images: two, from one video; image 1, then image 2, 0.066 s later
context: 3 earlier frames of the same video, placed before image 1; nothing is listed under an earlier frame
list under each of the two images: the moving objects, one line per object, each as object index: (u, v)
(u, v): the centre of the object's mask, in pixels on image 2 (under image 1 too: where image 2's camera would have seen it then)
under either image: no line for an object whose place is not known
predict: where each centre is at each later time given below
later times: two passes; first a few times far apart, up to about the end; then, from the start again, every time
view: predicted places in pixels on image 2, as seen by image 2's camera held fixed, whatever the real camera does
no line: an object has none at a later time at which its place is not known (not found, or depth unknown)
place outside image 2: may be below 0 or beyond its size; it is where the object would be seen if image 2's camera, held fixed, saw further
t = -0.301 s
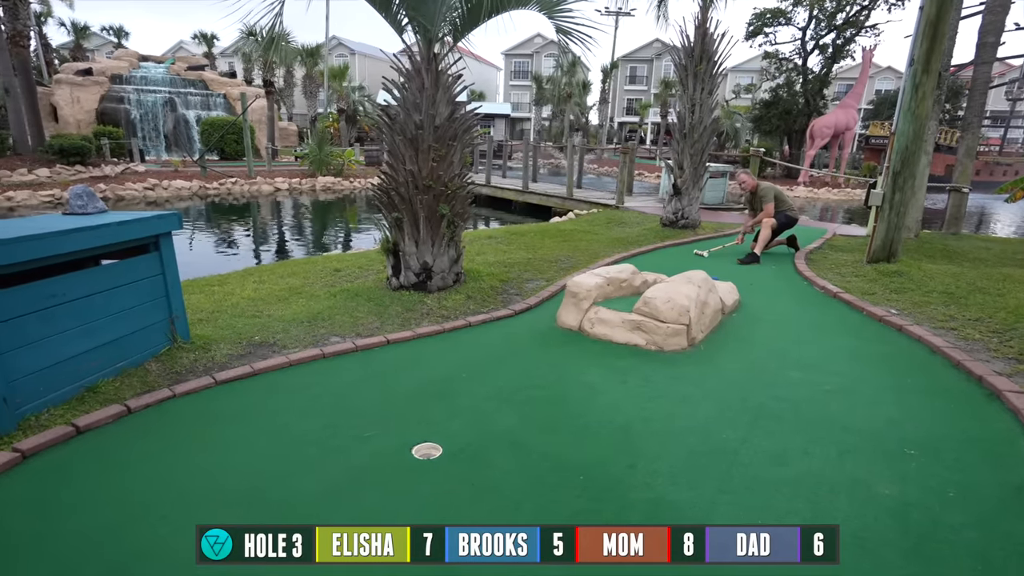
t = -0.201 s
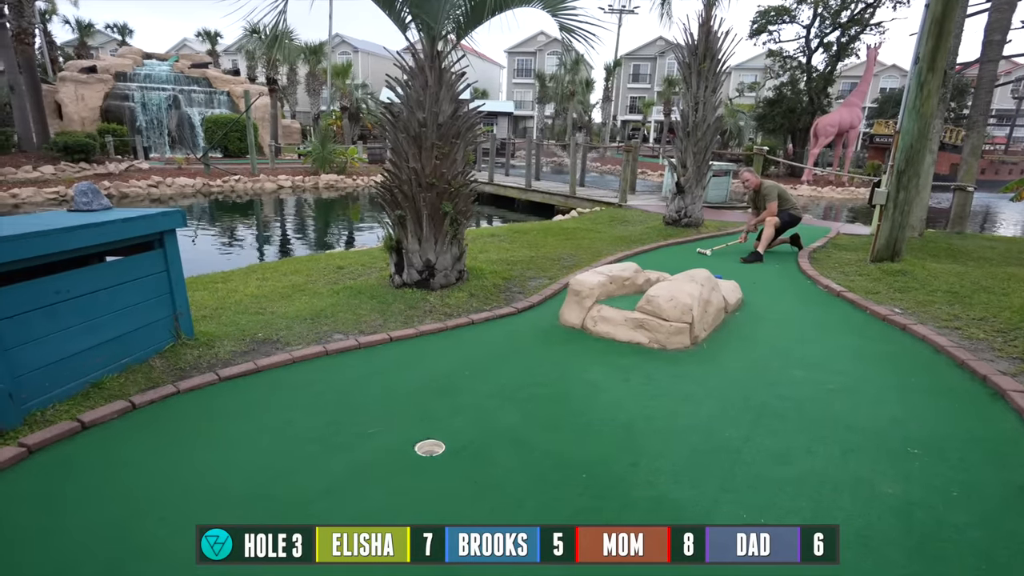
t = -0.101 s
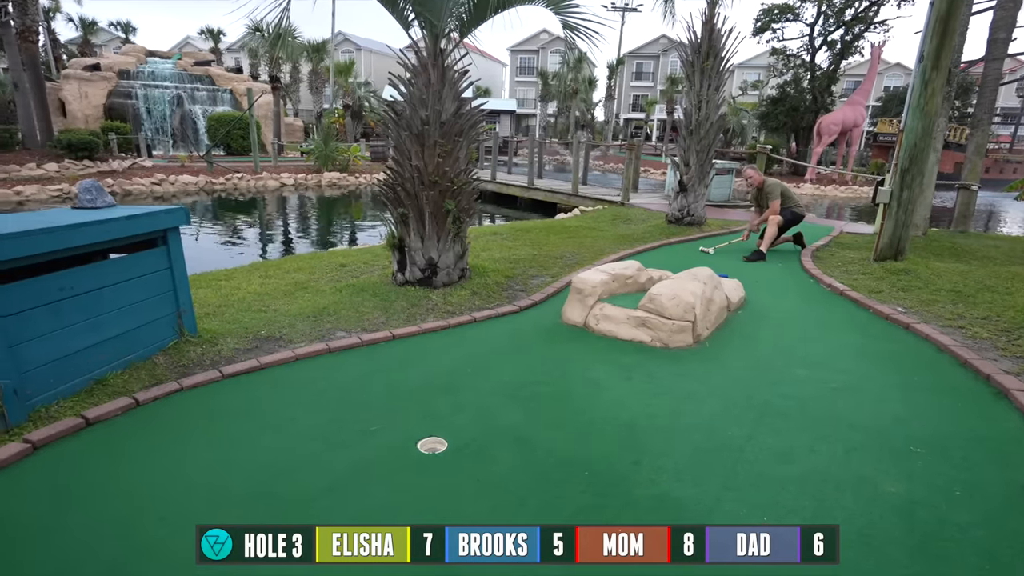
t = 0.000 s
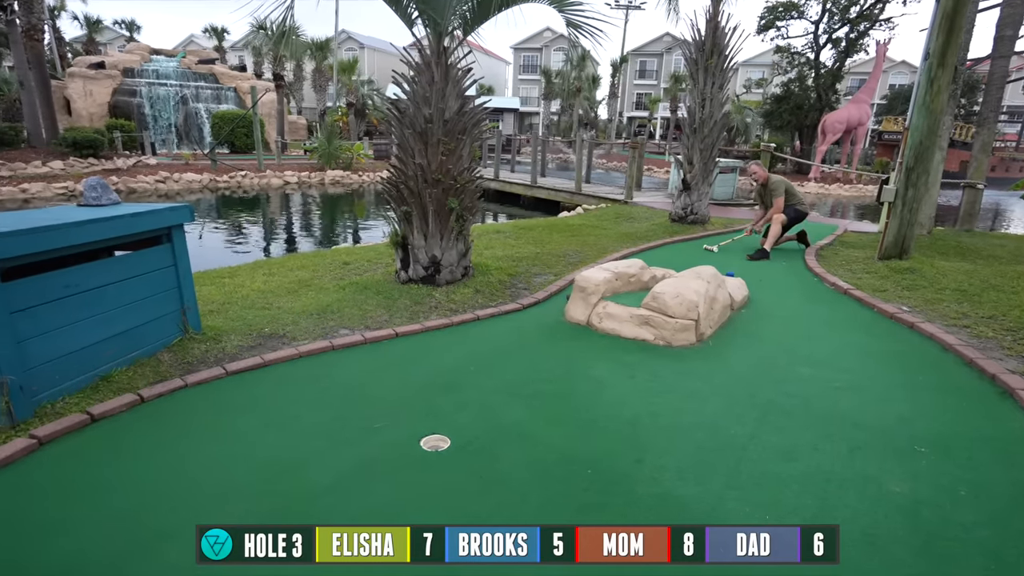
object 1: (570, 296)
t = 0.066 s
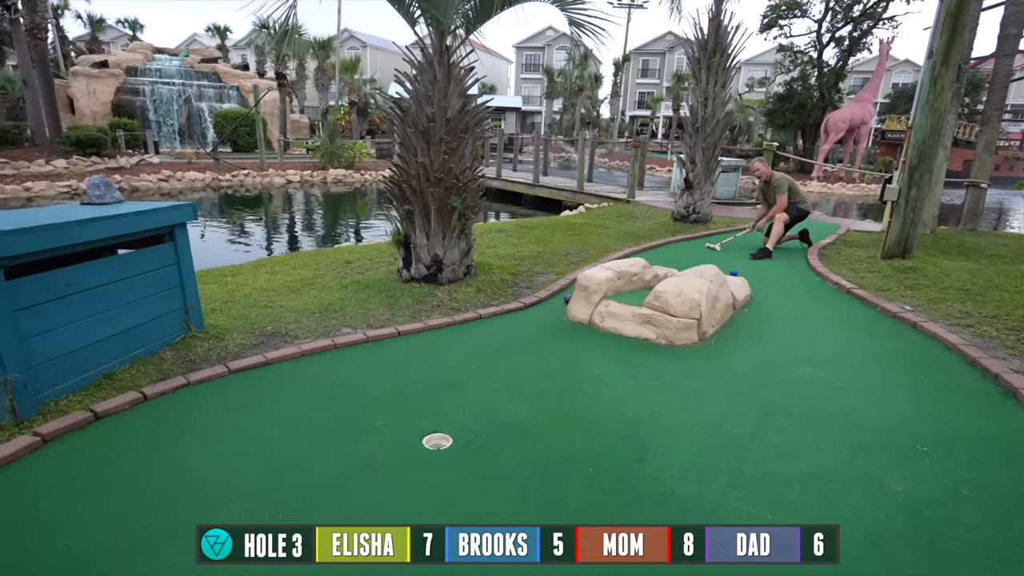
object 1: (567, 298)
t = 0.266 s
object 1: (554, 306)
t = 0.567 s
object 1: (530, 319)
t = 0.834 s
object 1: (506, 332)
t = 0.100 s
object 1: (567, 299)
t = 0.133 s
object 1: (564, 301)
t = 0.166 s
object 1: (562, 302)
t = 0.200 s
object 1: (559, 304)
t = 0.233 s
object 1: (556, 305)
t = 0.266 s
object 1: (554, 306)
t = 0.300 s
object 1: (551, 308)
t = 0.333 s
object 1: (549, 309)
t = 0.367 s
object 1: (546, 310)
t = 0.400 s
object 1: (544, 312)
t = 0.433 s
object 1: (541, 313)
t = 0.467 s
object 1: (539, 314)
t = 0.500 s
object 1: (536, 316)
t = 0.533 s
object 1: (533, 317)
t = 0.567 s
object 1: (530, 319)
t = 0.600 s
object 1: (528, 320)
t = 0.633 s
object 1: (525, 322)
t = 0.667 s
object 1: (522, 323)
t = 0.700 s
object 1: (519, 325)
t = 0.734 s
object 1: (516, 326)
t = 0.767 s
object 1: (513, 328)
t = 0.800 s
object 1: (510, 330)
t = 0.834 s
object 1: (506, 332)
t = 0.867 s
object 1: (503, 334)
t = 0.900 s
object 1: (500, 335)
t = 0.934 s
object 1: (496, 337)
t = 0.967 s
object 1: (492, 339)
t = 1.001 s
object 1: (489, 341)
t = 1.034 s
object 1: (485, 343)
